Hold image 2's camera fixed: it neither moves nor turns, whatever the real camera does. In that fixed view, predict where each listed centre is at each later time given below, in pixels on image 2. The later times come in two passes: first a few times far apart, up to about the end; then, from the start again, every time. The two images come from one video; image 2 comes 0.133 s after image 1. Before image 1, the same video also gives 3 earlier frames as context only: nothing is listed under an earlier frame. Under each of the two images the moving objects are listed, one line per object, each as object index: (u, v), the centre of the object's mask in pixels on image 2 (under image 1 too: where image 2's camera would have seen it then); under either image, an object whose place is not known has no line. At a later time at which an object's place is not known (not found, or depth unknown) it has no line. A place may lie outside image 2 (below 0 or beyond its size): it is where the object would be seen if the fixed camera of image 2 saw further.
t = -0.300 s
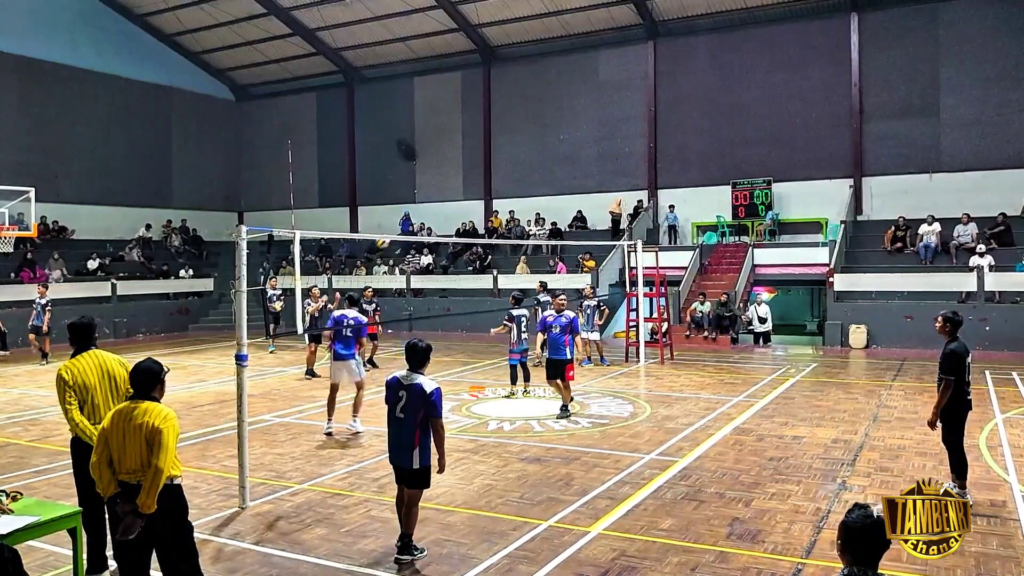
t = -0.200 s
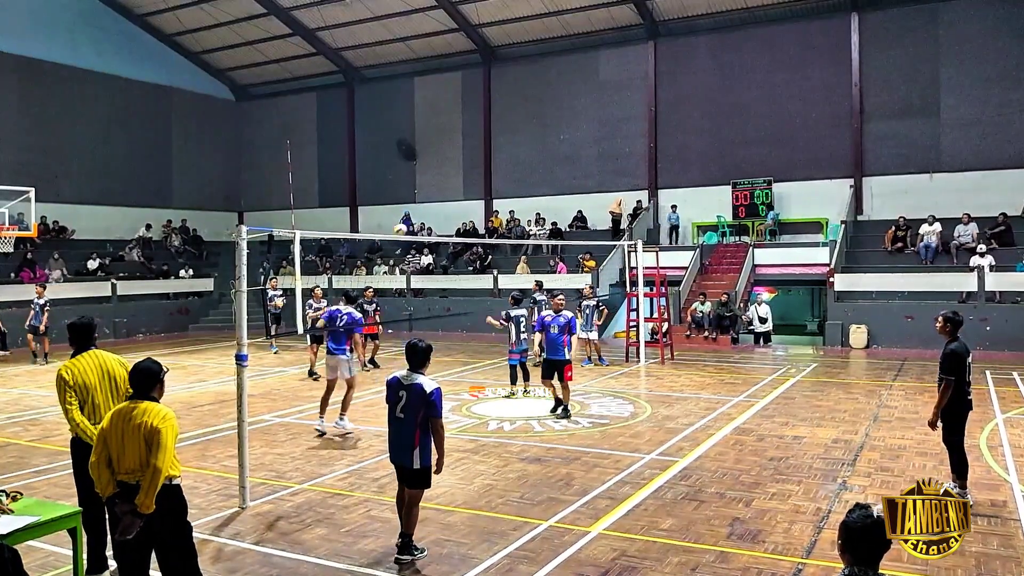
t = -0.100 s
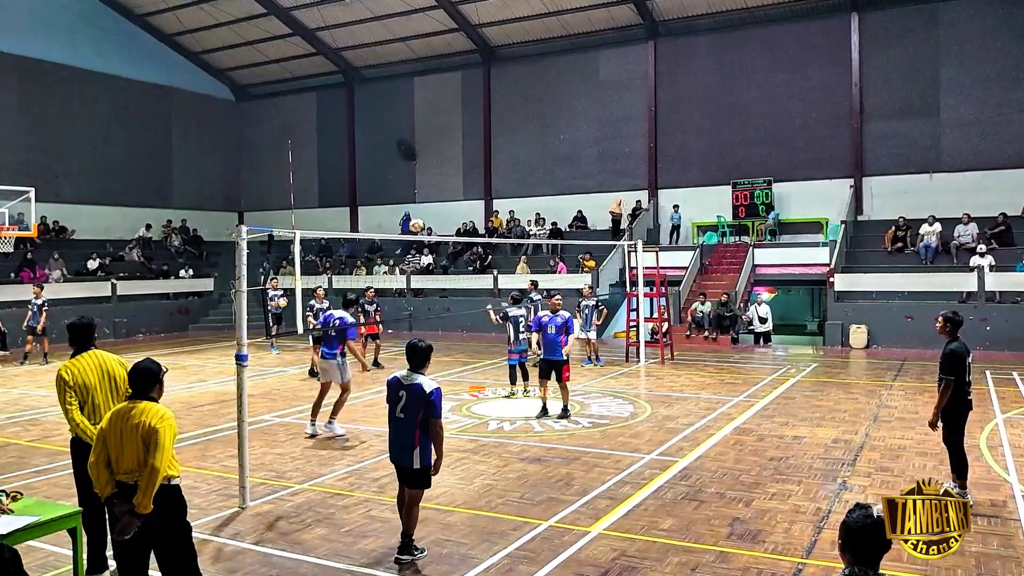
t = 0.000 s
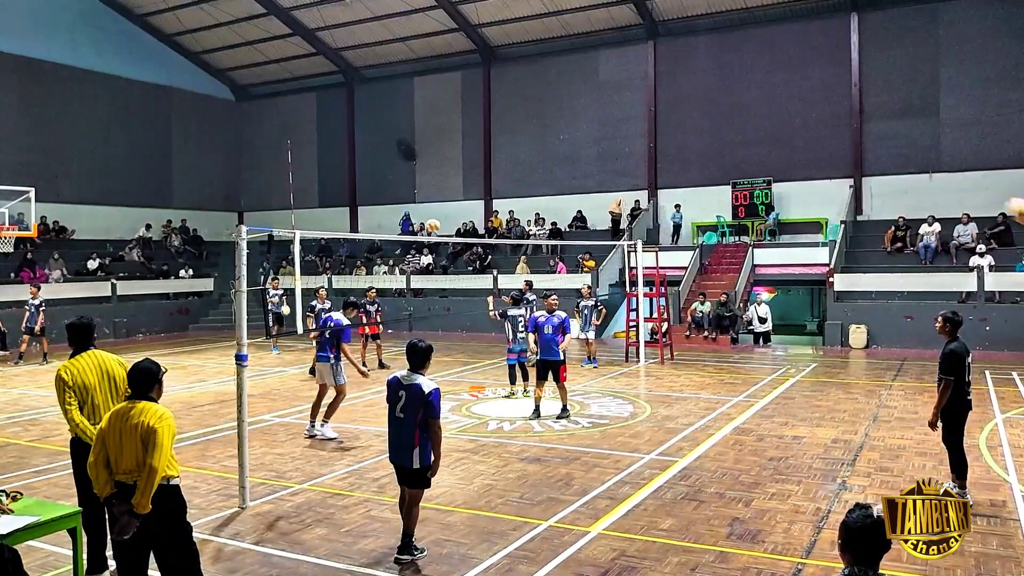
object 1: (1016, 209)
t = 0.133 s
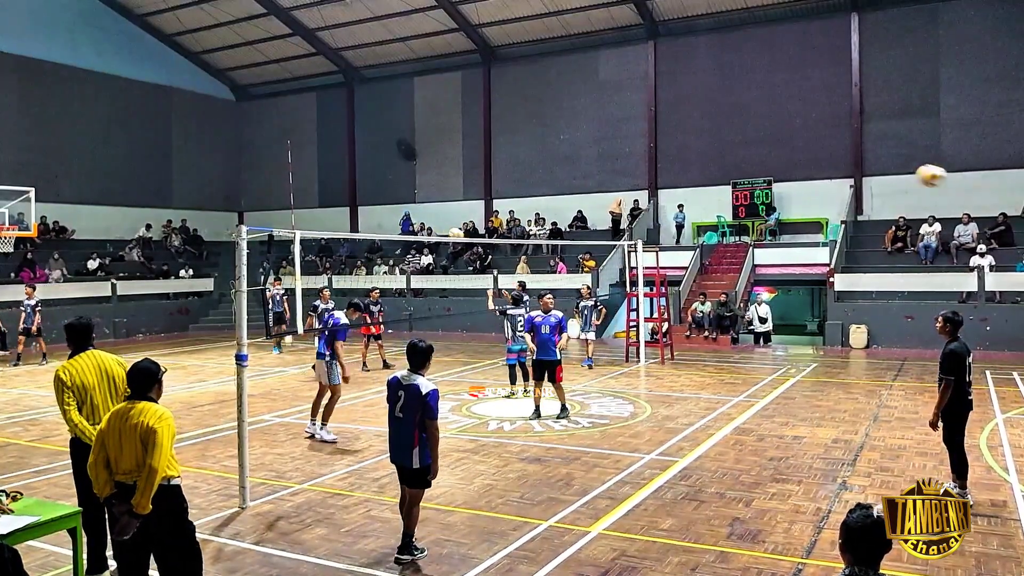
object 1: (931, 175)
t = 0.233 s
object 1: (869, 164)
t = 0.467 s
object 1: (743, 175)
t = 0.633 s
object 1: (665, 210)
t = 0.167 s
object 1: (910, 170)
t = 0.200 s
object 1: (890, 166)
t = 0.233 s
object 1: (869, 164)
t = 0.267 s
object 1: (849, 163)
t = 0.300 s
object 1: (831, 162)
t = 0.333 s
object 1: (812, 163)
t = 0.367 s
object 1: (794, 164)
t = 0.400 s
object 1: (777, 167)
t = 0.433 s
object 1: (760, 170)
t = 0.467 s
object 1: (743, 175)
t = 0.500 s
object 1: (727, 180)
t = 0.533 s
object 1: (711, 185)
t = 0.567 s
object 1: (695, 193)
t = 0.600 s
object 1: (680, 201)
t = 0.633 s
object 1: (665, 210)
